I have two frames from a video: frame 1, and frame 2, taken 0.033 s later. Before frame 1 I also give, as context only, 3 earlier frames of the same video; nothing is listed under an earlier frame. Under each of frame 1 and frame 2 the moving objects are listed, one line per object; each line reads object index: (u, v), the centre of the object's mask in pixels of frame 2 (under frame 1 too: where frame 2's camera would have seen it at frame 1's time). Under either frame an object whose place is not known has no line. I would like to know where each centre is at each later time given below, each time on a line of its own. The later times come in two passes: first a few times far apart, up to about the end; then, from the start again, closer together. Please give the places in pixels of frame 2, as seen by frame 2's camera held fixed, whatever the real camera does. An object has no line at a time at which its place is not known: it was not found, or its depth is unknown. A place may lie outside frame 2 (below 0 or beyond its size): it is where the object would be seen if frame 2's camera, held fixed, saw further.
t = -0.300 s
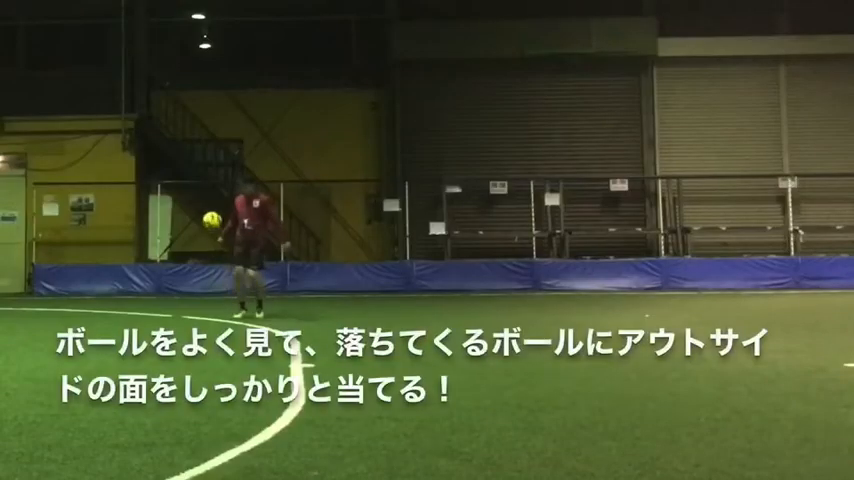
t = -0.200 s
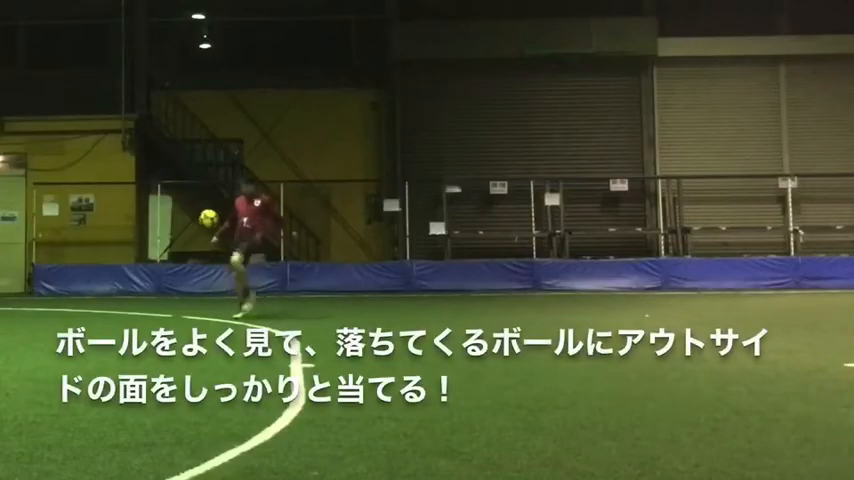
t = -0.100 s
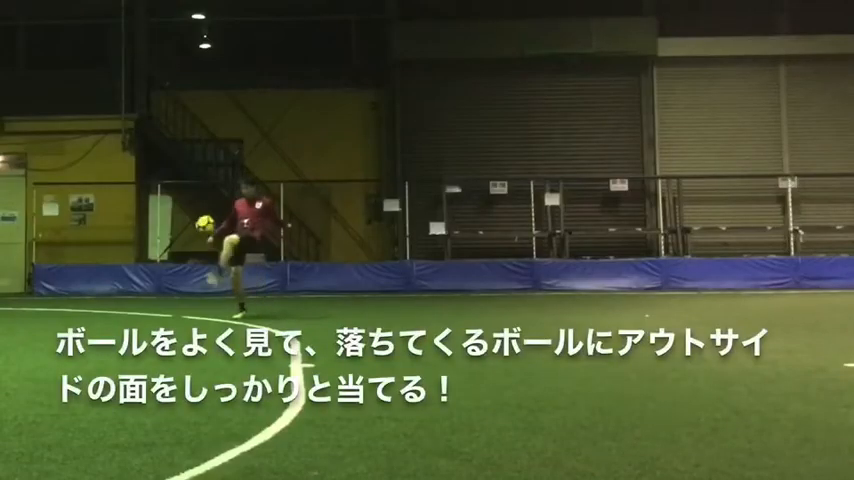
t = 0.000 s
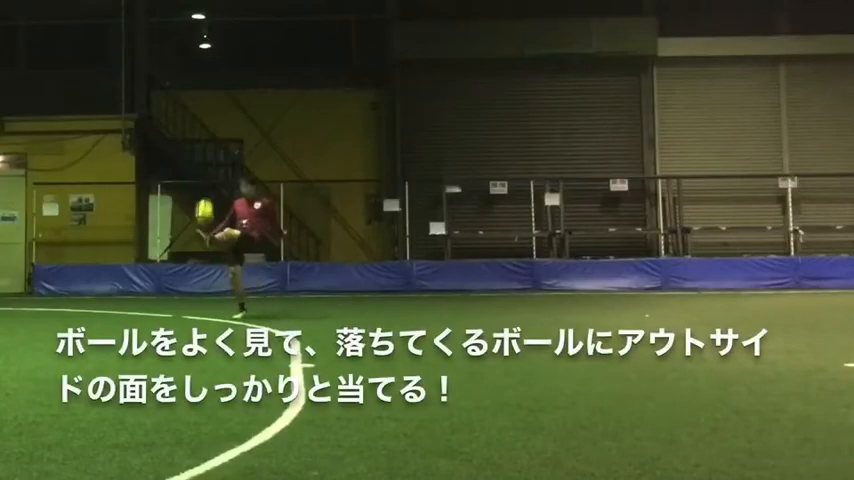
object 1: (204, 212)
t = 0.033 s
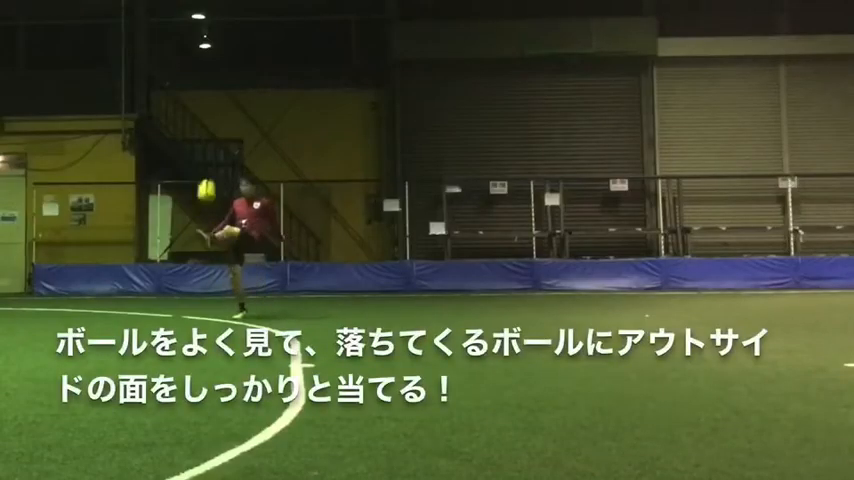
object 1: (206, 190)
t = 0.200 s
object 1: (213, 111)
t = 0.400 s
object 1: (223, 50)
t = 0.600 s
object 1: (233, 24)
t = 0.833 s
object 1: (244, 39)
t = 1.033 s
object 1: (253, 87)
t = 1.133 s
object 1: (258, 124)
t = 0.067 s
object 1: (208, 173)
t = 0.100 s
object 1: (209, 156)
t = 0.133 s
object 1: (210, 139)
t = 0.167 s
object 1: (212, 124)
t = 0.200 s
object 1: (213, 111)
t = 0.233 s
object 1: (215, 97)
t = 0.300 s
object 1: (218, 76)
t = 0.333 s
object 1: (220, 66)
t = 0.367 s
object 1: (221, 57)
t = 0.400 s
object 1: (223, 50)
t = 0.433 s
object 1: (224, 43)
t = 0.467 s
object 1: (226, 37)
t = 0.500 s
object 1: (227, 33)
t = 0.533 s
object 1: (229, 29)
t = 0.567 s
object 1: (231, 26)
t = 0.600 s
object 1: (233, 24)
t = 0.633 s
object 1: (234, 24)
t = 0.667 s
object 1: (236, 24)
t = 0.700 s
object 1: (237, 25)
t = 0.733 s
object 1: (239, 27)
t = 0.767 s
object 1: (240, 30)
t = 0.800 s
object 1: (242, 34)
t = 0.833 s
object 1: (244, 39)
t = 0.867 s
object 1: (246, 45)
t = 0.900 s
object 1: (247, 51)
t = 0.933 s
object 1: (249, 59)
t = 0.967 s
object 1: (250, 68)
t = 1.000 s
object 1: (251, 76)
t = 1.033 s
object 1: (253, 87)
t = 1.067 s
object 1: (254, 98)
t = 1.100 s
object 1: (256, 111)
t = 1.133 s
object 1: (258, 124)
